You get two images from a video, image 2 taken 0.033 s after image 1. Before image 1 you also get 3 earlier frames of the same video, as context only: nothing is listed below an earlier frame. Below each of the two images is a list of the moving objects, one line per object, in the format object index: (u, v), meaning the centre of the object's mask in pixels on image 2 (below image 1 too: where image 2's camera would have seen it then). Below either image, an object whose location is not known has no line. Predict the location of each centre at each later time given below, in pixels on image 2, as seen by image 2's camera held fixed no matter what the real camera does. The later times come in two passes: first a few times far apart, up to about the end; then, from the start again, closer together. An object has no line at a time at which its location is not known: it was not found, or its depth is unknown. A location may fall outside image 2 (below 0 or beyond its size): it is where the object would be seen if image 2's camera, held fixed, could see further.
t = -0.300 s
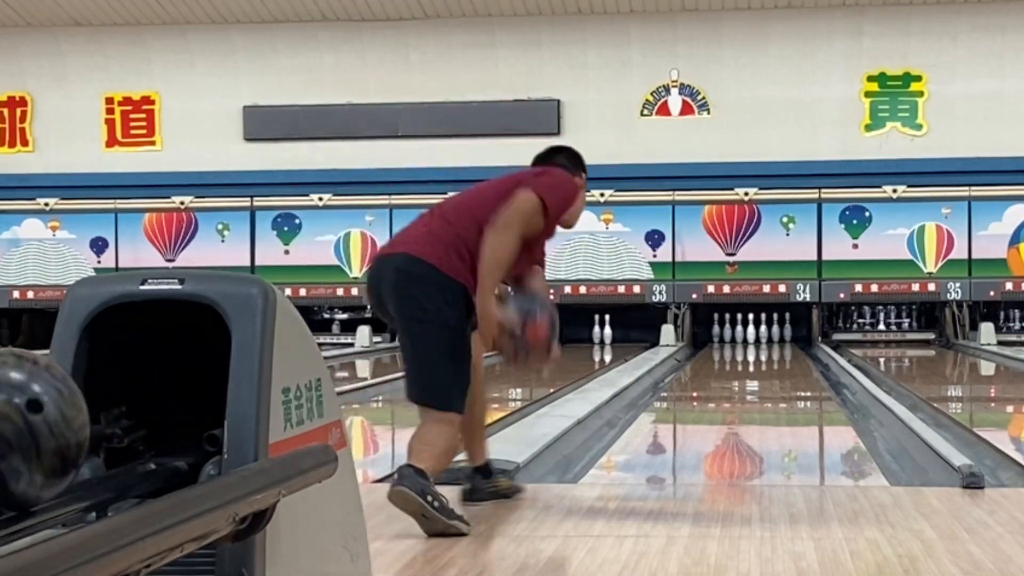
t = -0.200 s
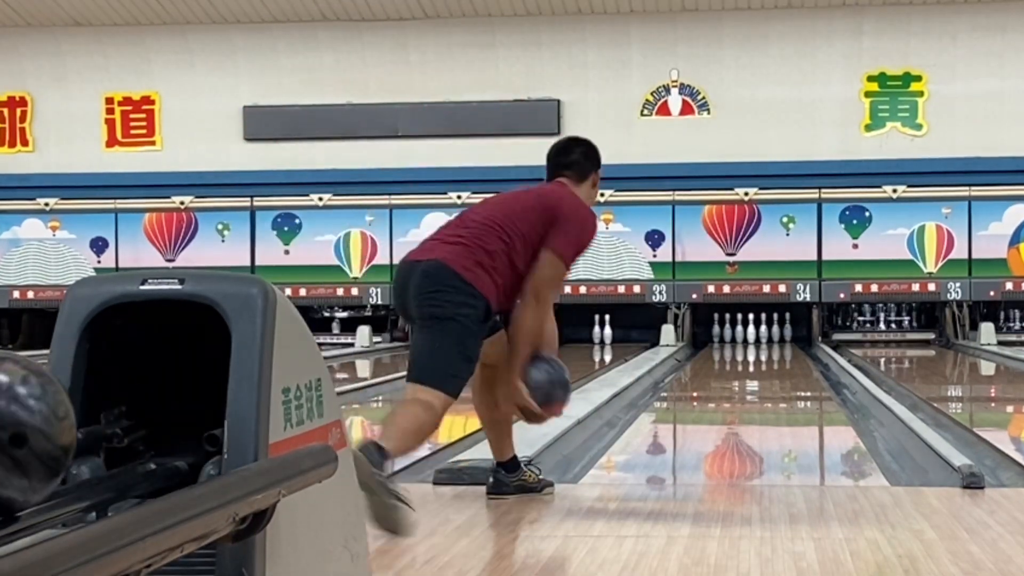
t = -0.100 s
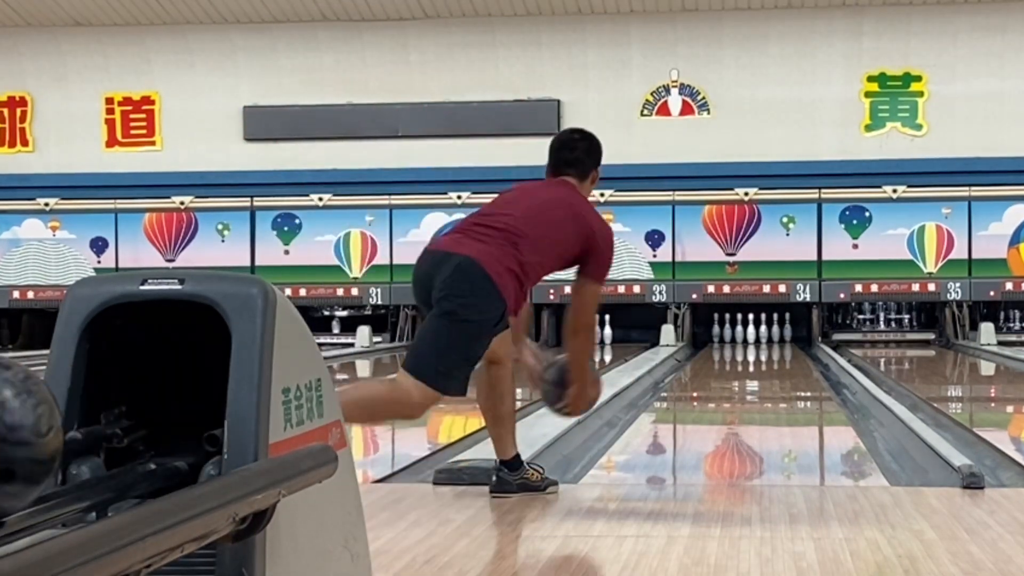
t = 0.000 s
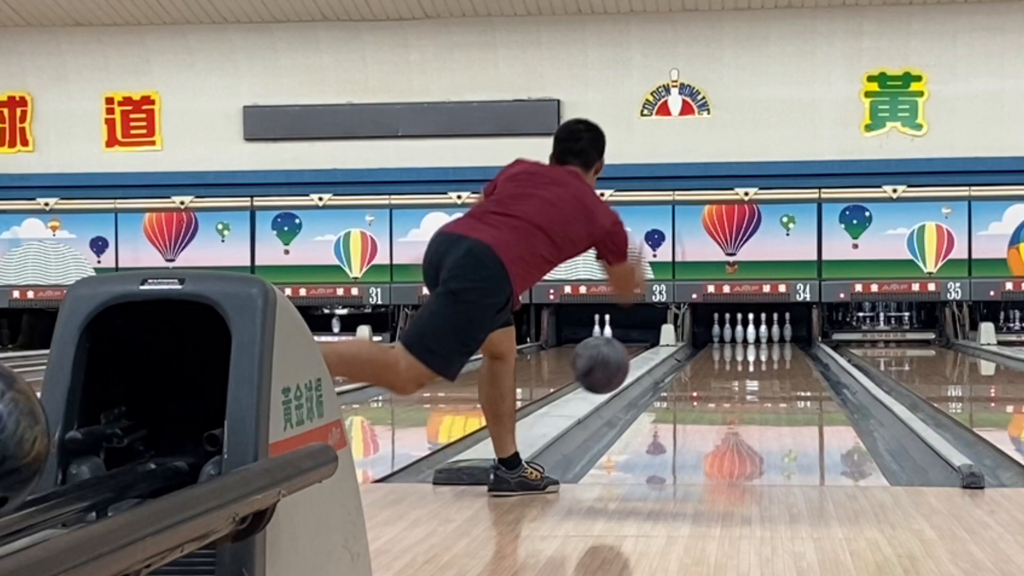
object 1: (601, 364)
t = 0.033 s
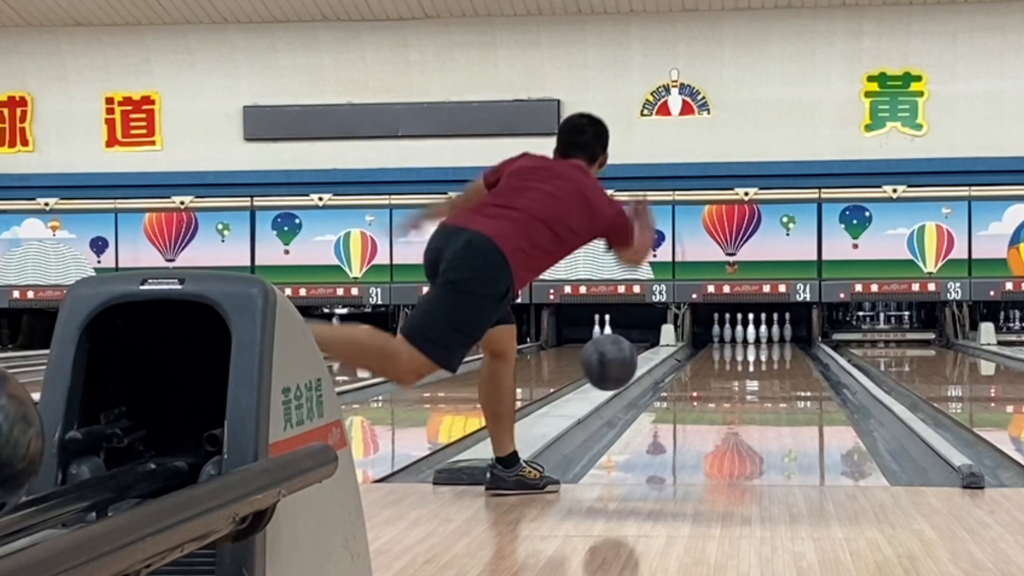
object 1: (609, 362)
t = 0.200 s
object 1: (646, 391)
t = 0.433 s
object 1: (685, 401)
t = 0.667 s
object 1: (712, 388)
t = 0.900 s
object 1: (731, 379)
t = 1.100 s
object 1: (746, 371)
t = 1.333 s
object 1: (757, 363)
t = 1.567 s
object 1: (767, 357)
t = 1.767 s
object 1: (773, 353)
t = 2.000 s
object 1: (778, 349)
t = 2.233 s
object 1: (781, 345)
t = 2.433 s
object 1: (781, 342)
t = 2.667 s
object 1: (778, 339)
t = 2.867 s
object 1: (773, 337)
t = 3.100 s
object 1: (762, 336)
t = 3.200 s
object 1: (762, 336)
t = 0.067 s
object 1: (617, 362)
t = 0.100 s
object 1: (624, 366)
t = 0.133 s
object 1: (632, 372)
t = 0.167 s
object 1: (640, 381)
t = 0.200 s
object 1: (646, 391)
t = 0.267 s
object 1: (659, 413)
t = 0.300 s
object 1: (665, 408)
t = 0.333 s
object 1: (670, 406)
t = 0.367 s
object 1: (675, 405)
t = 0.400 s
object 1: (680, 403)
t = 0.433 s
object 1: (685, 401)
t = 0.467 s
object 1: (689, 398)
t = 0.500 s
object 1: (693, 396)
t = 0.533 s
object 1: (697, 394)
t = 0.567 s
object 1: (702, 393)
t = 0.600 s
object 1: (705, 391)
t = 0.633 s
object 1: (709, 390)
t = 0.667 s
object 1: (712, 388)
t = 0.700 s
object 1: (715, 386)
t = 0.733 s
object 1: (718, 384)
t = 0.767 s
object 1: (721, 384)
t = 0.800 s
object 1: (723, 382)
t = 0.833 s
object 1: (727, 381)
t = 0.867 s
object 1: (729, 380)
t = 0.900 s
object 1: (731, 379)
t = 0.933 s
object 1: (734, 377)
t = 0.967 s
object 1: (737, 375)
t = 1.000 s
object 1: (739, 374)
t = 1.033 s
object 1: (741, 373)
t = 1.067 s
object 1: (743, 372)
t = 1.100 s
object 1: (746, 371)
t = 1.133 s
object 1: (747, 369)
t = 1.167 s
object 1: (749, 368)
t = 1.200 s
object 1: (751, 367)
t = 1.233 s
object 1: (751, 366)
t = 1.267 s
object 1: (754, 365)
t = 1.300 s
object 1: (755, 364)
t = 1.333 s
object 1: (757, 363)
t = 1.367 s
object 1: (758, 362)
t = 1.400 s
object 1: (759, 362)
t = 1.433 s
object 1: (761, 360)
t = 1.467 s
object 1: (763, 359)
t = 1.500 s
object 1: (764, 358)
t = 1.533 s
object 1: (765, 358)
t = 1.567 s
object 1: (767, 357)
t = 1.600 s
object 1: (768, 356)
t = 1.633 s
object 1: (770, 356)
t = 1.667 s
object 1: (770, 354)
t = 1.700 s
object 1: (771, 354)
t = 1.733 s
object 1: (772, 354)
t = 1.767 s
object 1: (773, 353)
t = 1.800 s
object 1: (774, 352)
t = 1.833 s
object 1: (775, 351)
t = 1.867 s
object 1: (776, 351)
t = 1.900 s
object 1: (777, 350)
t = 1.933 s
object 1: (777, 349)
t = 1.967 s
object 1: (778, 349)
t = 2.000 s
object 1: (778, 349)
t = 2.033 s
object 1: (779, 348)
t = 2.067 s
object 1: (779, 347)
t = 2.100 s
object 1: (780, 347)
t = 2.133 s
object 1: (780, 346)
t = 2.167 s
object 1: (780, 346)
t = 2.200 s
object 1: (781, 345)
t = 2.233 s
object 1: (781, 345)
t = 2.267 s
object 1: (781, 344)
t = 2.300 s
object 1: (781, 344)
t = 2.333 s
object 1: (781, 344)
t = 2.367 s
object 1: (781, 343)
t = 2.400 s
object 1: (781, 342)
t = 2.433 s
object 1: (781, 342)
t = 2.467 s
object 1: (780, 342)
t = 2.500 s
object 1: (780, 341)
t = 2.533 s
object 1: (780, 341)
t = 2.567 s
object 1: (780, 340)
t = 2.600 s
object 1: (780, 340)
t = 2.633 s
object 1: (778, 340)
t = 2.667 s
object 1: (778, 339)
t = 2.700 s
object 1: (777, 339)
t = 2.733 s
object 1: (777, 339)
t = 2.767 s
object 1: (775, 339)
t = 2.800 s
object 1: (775, 338)
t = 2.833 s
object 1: (774, 338)
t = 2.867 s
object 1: (773, 337)
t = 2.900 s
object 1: (772, 337)
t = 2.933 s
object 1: (770, 337)
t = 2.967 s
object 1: (769, 337)
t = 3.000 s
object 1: (767, 337)
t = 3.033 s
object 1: (765, 336)
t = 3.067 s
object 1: (763, 337)
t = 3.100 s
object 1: (762, 336)
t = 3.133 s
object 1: (762, 335)
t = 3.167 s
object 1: (762, 335)
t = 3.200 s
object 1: (762, 336)
